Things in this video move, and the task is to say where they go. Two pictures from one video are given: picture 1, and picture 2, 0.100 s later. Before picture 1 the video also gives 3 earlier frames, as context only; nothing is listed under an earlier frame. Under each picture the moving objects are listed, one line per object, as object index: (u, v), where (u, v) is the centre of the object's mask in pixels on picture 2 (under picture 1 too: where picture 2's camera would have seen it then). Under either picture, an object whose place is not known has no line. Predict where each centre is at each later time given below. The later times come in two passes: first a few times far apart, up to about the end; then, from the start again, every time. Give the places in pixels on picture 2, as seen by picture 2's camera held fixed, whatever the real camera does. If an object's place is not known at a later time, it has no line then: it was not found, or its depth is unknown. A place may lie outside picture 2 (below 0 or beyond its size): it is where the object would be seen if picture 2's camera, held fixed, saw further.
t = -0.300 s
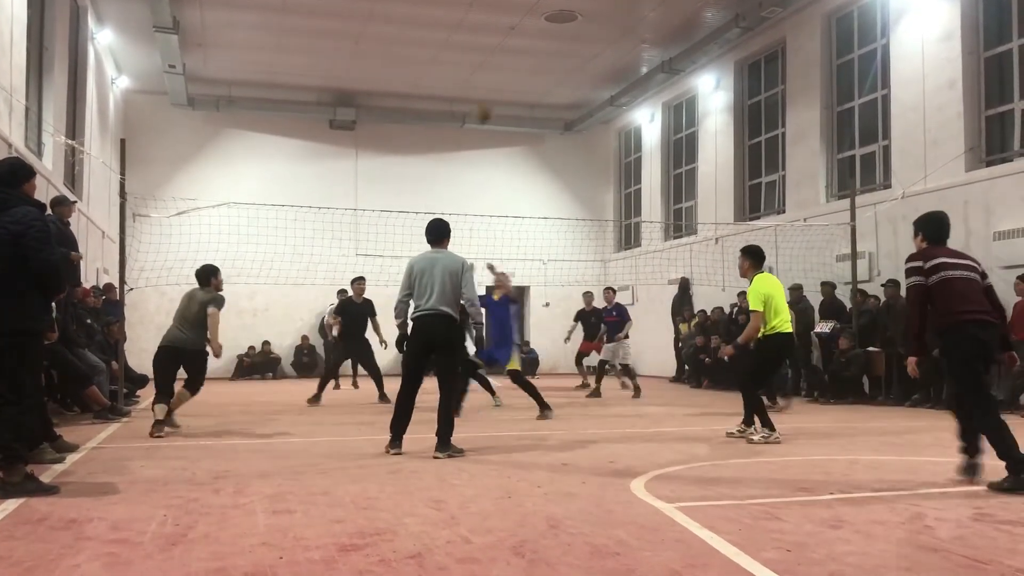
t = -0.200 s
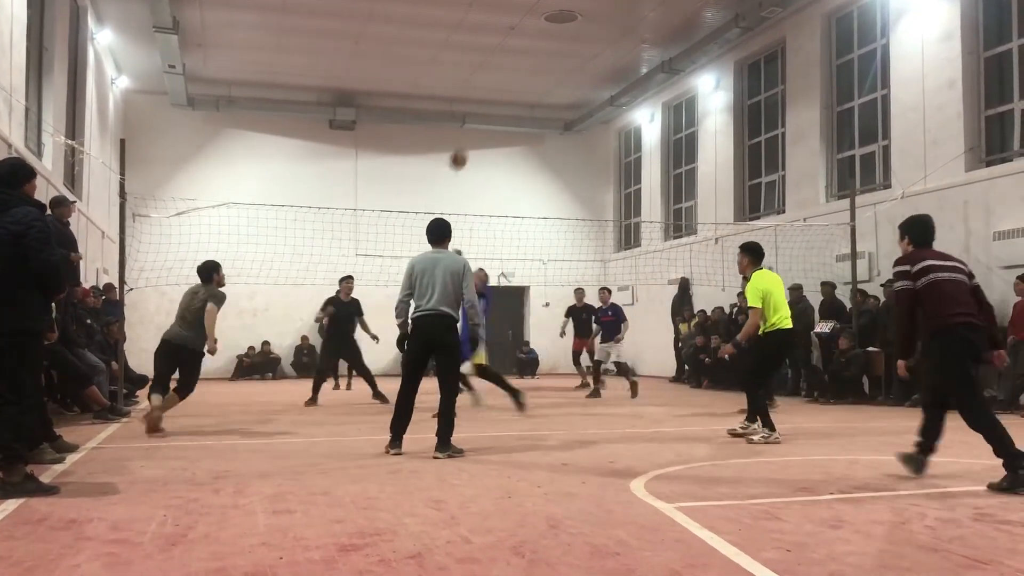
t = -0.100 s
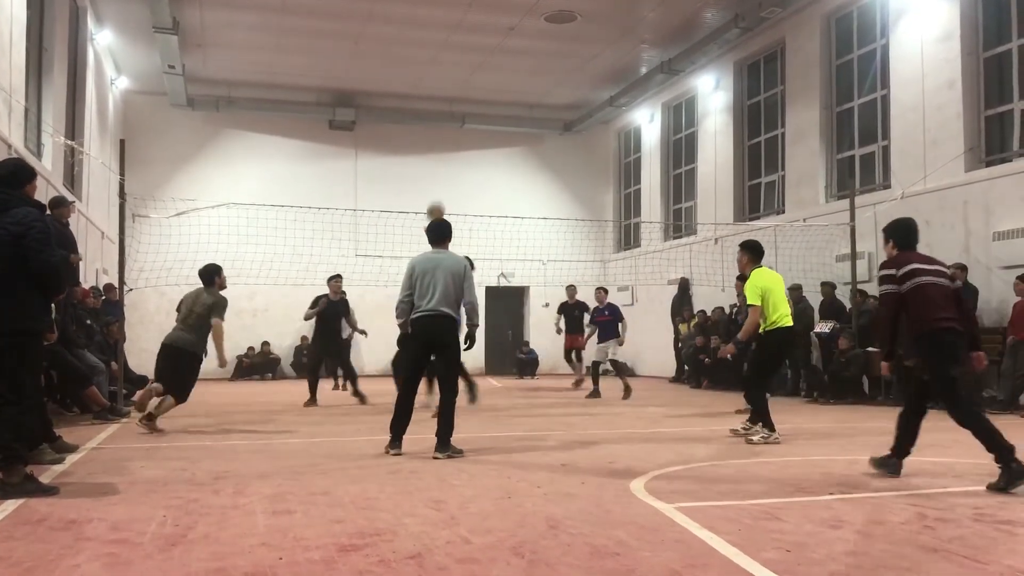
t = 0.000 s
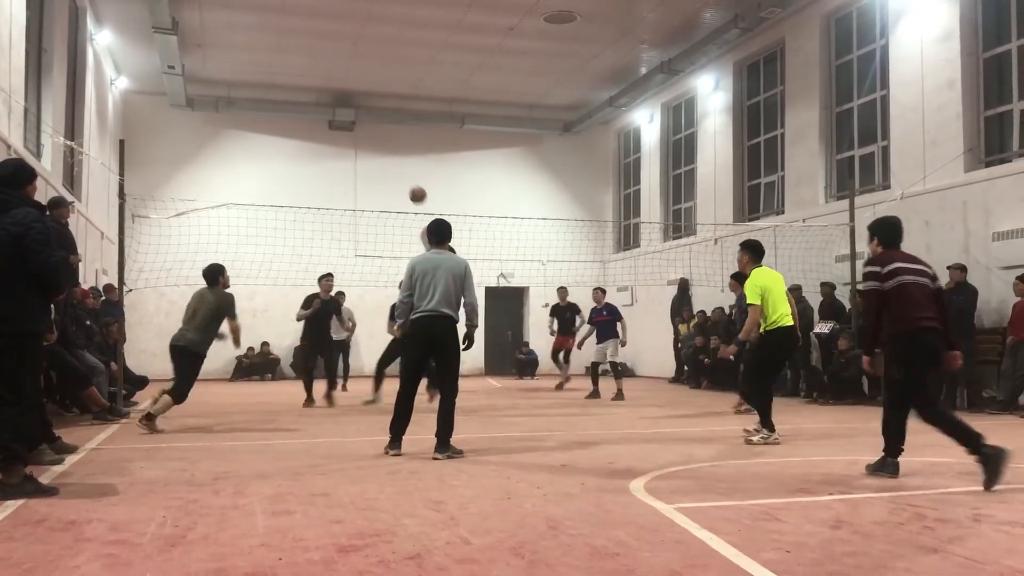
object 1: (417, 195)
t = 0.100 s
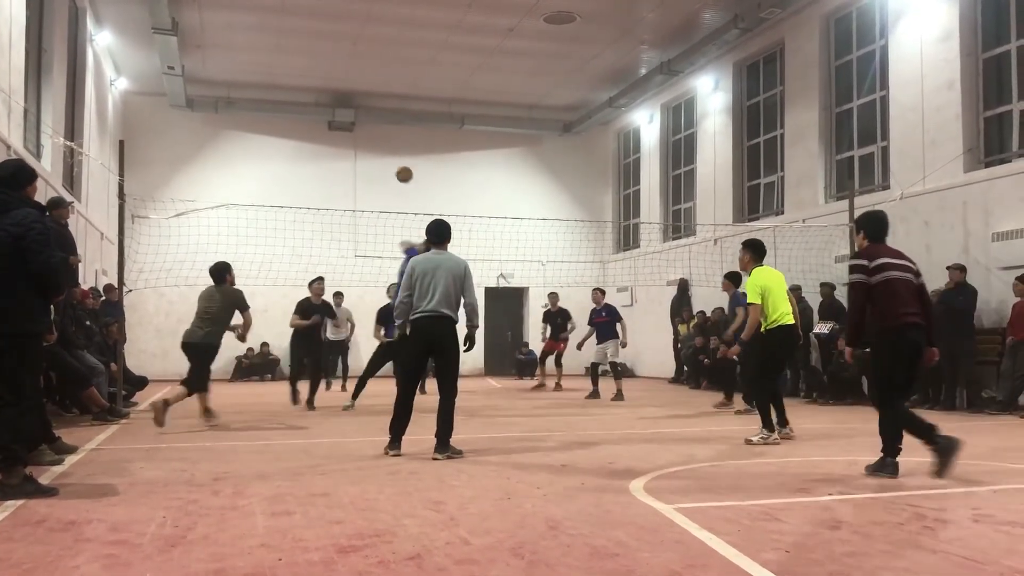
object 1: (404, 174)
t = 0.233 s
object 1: (389, 160)
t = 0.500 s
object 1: (362, 174)
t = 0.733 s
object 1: (343, 219)
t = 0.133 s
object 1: (400, 170)
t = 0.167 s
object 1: (397, 165)
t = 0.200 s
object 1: (393, 163)
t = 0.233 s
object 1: (389, 160)
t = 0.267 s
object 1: (385, 159)
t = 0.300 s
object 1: (382, 160)
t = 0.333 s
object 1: (379, 160)
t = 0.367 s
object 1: (375, 161)
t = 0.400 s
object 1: (372, 163)
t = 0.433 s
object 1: (368, 166)
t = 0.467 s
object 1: (364, 170)
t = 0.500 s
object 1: (362, 174)
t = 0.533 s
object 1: (360, 179)
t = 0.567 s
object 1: (357, 184)
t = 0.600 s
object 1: (354, 190)
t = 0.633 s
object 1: (351, 196)
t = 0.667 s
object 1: (348, 203)
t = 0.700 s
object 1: (345, 211)
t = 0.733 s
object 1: (343, 219)
